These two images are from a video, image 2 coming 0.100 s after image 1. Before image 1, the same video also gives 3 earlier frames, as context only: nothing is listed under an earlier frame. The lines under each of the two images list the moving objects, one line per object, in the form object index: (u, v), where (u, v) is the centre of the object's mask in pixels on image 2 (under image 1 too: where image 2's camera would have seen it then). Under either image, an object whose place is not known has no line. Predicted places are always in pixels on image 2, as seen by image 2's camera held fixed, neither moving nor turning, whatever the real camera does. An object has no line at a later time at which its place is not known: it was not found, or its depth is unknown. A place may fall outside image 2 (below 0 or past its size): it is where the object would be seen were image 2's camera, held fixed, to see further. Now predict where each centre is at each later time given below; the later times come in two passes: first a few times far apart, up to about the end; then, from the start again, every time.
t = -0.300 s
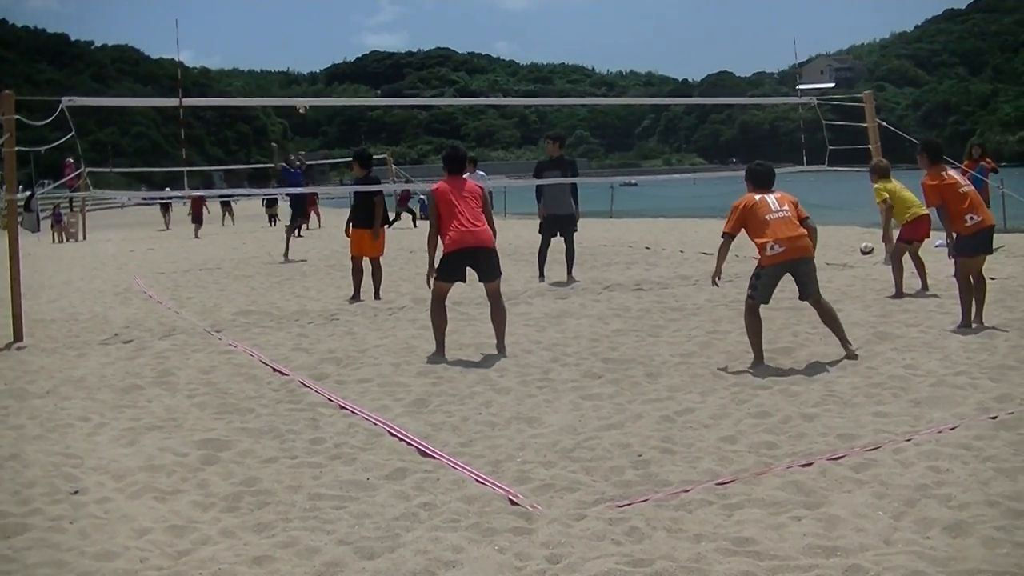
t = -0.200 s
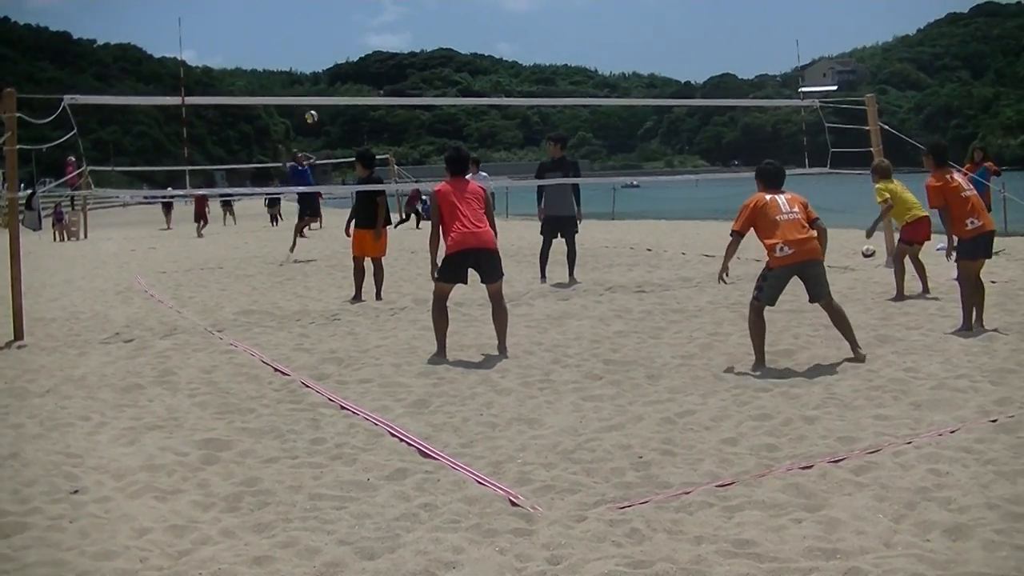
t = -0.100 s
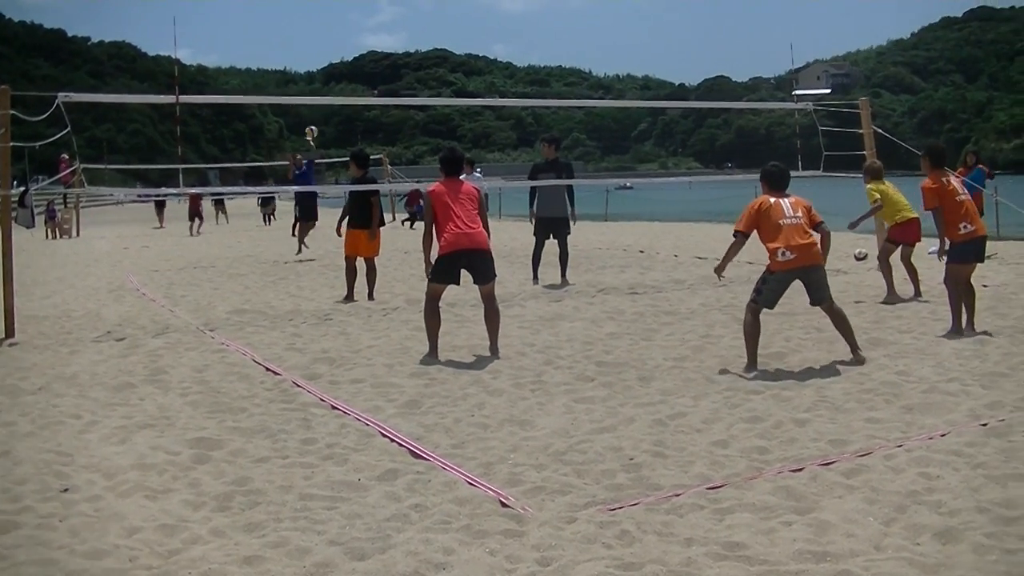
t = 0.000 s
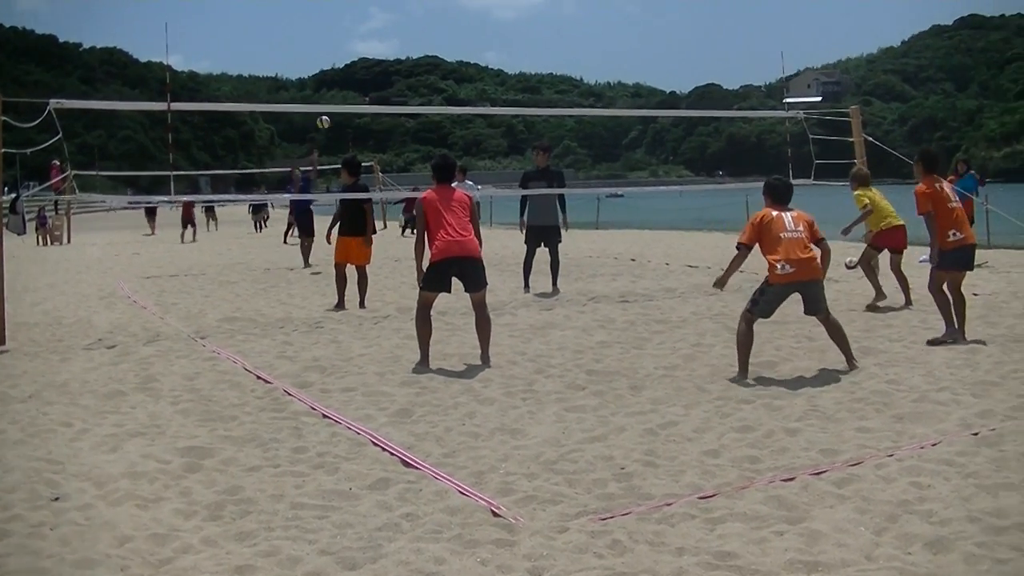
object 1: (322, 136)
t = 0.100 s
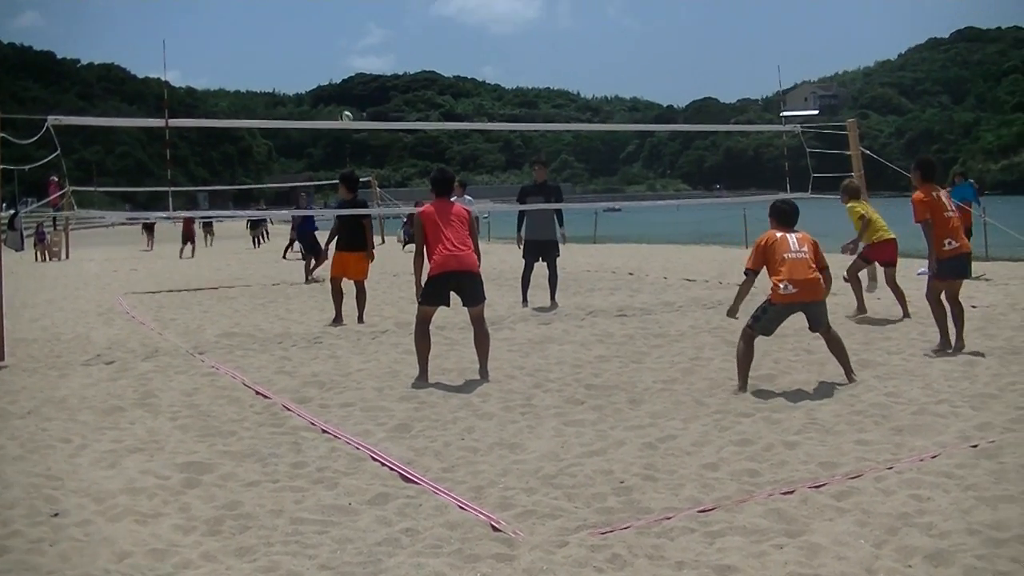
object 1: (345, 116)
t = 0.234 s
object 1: (382, 97)
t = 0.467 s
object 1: (455, 88)
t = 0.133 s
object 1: (354, 112)
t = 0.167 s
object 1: (363, 106)
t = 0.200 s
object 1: (373, 101)
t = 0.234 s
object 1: (382, 97)
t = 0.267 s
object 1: (392, 93)
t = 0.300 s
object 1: (401, 90)
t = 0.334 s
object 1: (411, 87)
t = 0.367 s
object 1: (421, 86)
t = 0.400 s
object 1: (432, 85)
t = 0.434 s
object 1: (443, 86)
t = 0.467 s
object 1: (455, 88)
